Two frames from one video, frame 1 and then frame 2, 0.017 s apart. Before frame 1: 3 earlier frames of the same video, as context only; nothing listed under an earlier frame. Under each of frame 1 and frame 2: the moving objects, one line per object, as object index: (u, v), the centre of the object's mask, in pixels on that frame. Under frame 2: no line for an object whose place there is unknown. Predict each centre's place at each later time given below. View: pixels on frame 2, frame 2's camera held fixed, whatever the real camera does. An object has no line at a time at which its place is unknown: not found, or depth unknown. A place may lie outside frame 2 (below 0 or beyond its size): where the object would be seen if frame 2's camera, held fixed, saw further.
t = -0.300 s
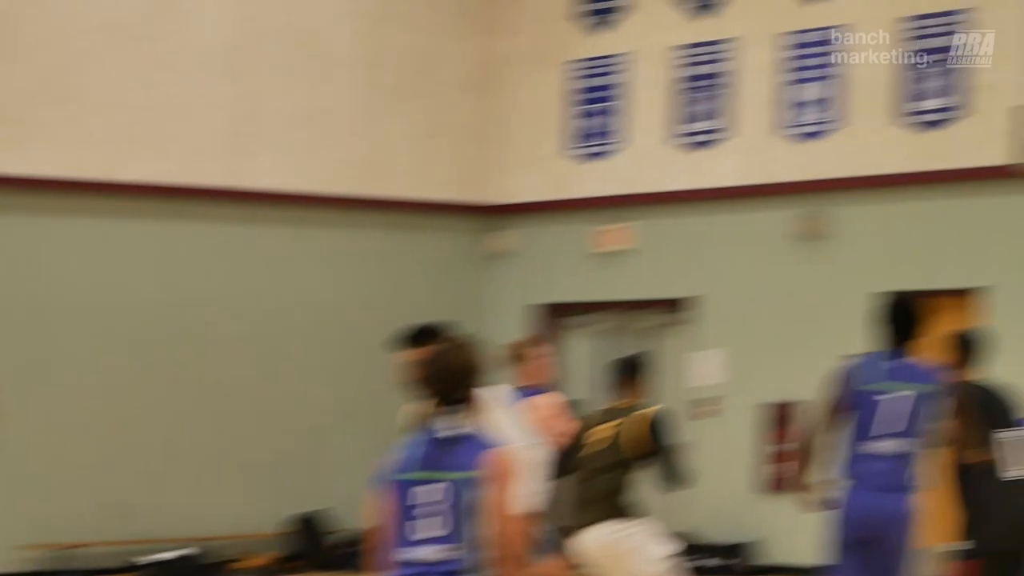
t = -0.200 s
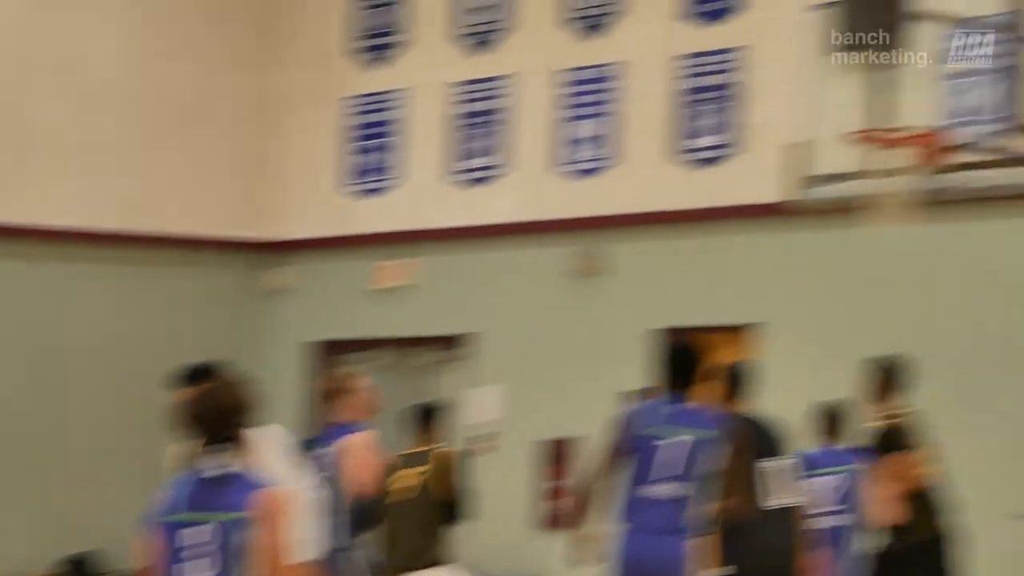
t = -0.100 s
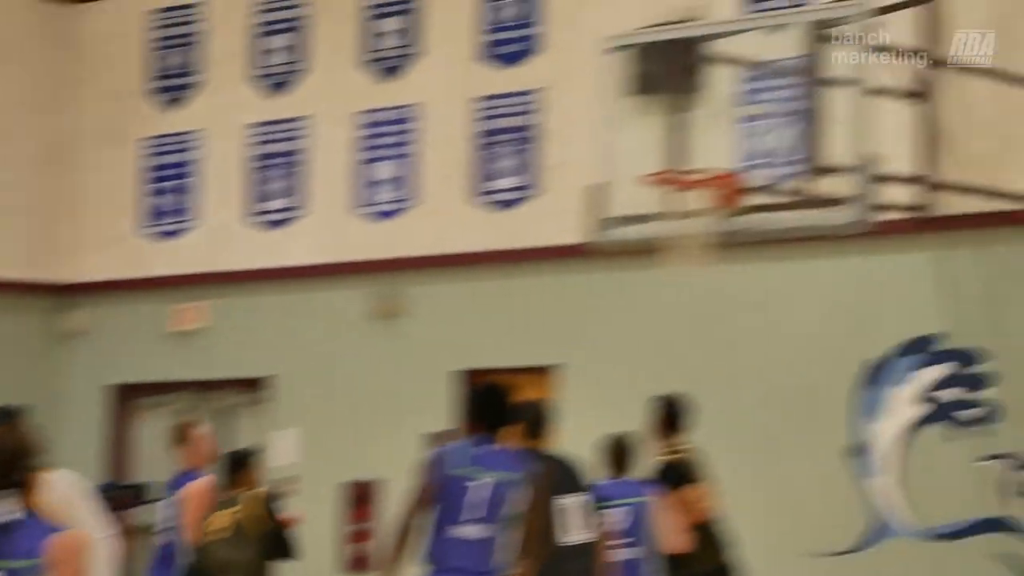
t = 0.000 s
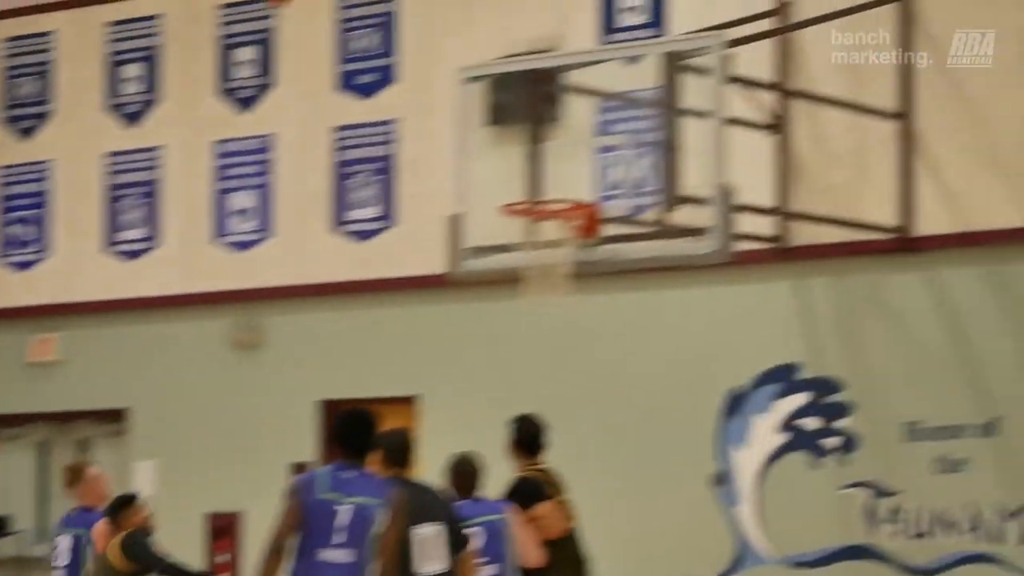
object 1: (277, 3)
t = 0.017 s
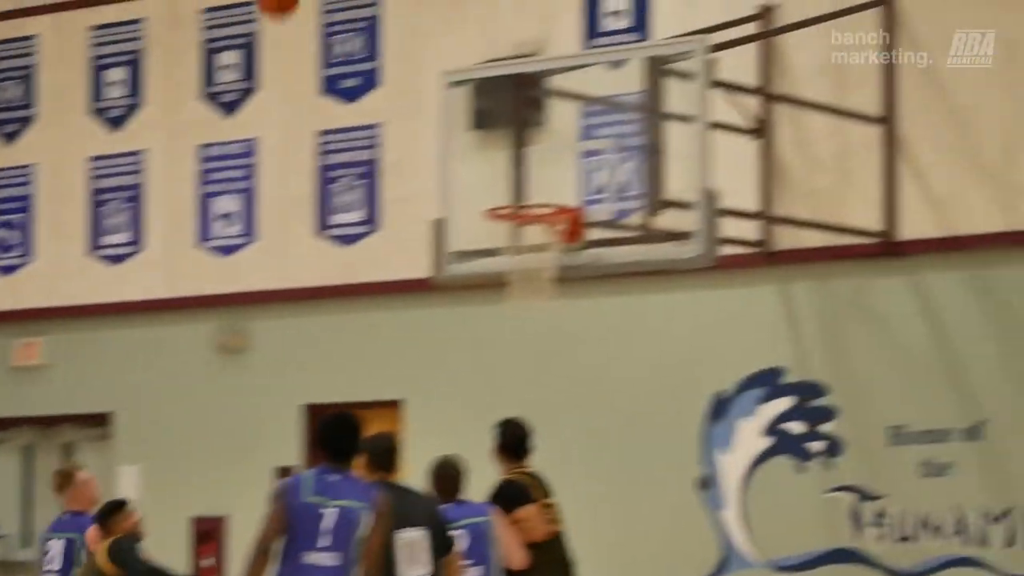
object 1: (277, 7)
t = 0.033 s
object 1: (294, 11)
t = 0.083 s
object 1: (337, 42)
